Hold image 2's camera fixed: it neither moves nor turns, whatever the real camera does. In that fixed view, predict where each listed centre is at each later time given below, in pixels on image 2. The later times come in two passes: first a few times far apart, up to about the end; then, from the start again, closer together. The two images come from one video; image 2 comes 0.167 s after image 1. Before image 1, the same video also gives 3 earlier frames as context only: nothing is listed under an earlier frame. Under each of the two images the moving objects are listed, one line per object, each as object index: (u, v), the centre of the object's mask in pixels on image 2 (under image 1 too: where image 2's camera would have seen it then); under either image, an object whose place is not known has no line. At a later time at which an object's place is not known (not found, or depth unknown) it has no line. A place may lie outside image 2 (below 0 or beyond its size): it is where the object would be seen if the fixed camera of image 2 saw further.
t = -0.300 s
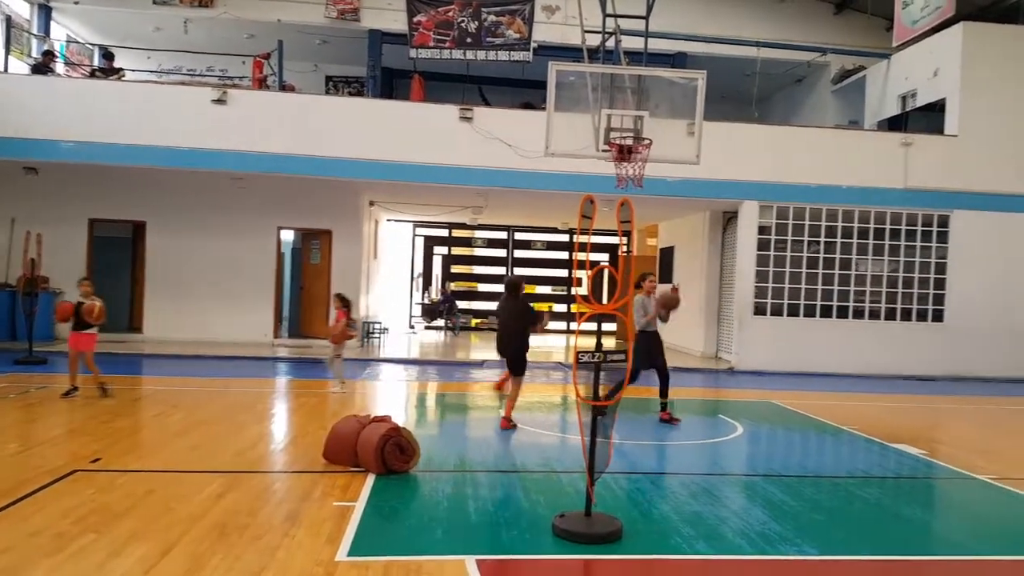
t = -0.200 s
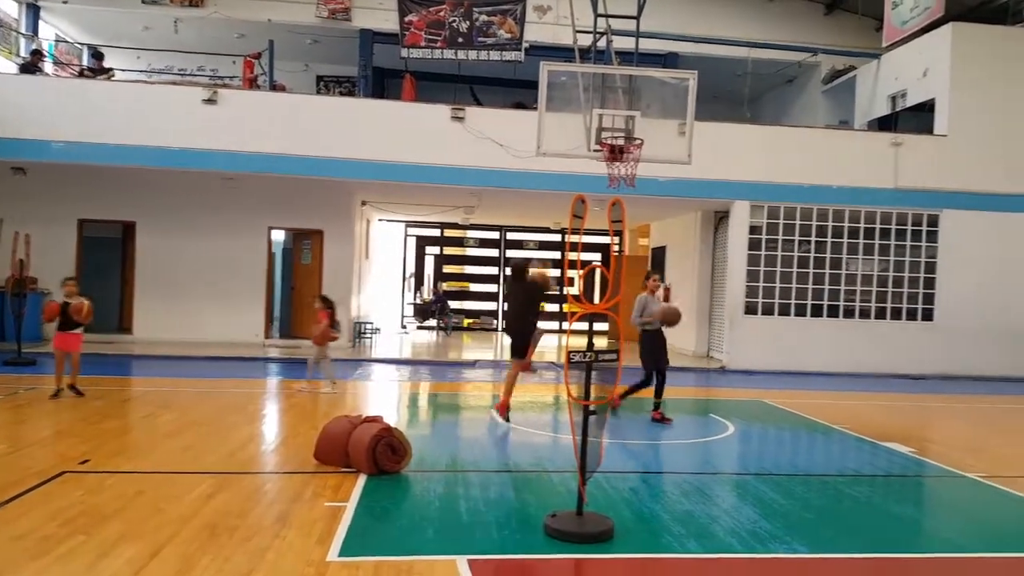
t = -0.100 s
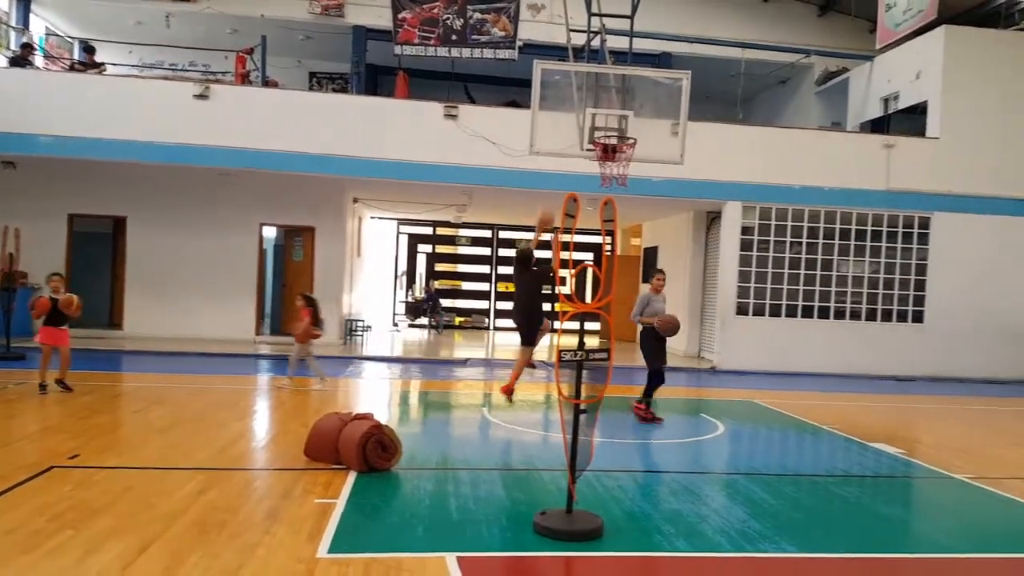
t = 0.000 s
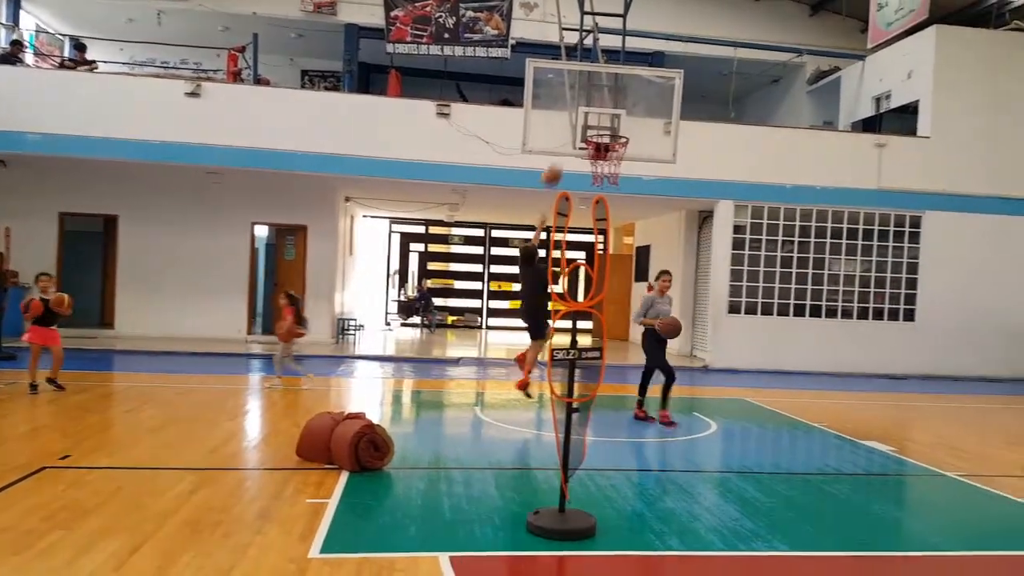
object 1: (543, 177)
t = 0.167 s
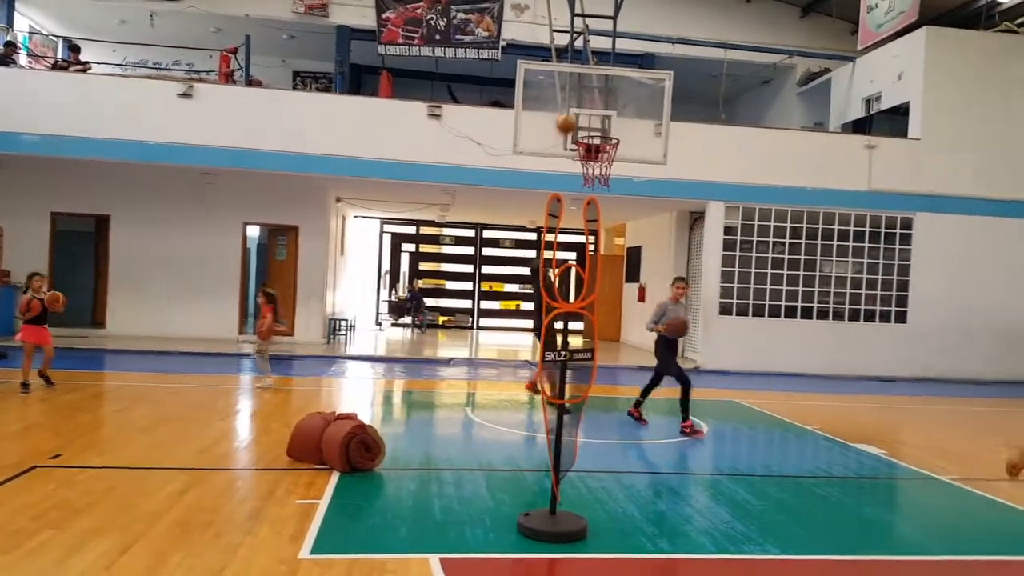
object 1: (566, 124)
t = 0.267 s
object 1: (577, 104)
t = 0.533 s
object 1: (610, 96)
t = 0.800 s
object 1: (645, 155)
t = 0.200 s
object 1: (570, 116)
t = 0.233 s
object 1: (573, 110)
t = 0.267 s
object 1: (577, 104)
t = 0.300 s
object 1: (580, 100)
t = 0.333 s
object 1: (585, 97)
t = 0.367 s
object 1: (589, 95)
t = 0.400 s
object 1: (594, 92)
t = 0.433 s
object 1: (599, 91)
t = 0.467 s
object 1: (603, 92)
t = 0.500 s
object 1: (607, 94)
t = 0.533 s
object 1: (610, 96)
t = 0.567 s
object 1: (614, 98)
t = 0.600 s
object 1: (619, 104)
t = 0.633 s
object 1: (625, 109)
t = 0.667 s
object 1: (628, 116)
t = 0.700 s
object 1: (632, 122)
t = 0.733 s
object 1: (638, 133)
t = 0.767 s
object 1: (641, 144)
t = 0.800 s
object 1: (645, 155)
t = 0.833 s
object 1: (650, 168)
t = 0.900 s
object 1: (659, 196)
